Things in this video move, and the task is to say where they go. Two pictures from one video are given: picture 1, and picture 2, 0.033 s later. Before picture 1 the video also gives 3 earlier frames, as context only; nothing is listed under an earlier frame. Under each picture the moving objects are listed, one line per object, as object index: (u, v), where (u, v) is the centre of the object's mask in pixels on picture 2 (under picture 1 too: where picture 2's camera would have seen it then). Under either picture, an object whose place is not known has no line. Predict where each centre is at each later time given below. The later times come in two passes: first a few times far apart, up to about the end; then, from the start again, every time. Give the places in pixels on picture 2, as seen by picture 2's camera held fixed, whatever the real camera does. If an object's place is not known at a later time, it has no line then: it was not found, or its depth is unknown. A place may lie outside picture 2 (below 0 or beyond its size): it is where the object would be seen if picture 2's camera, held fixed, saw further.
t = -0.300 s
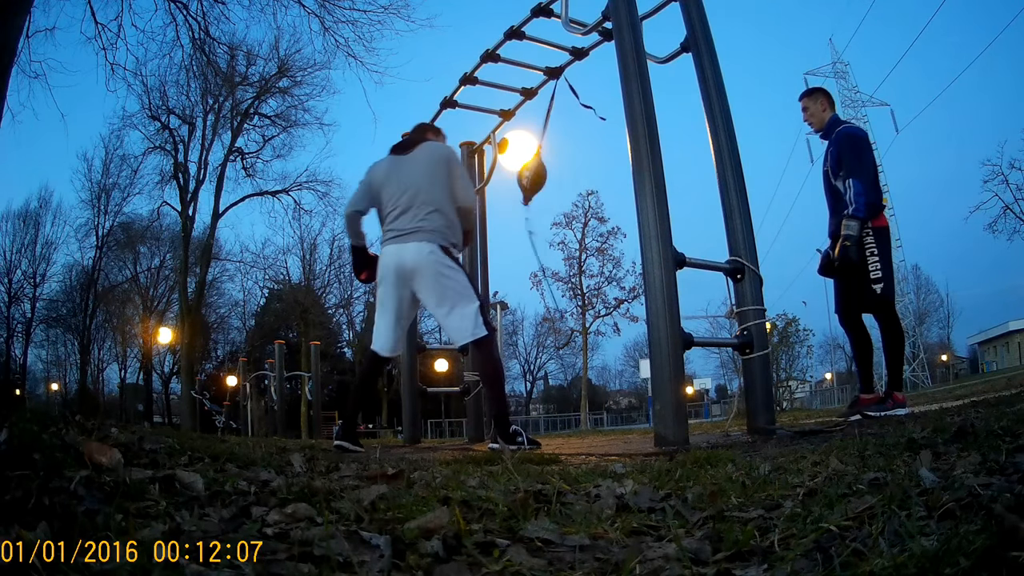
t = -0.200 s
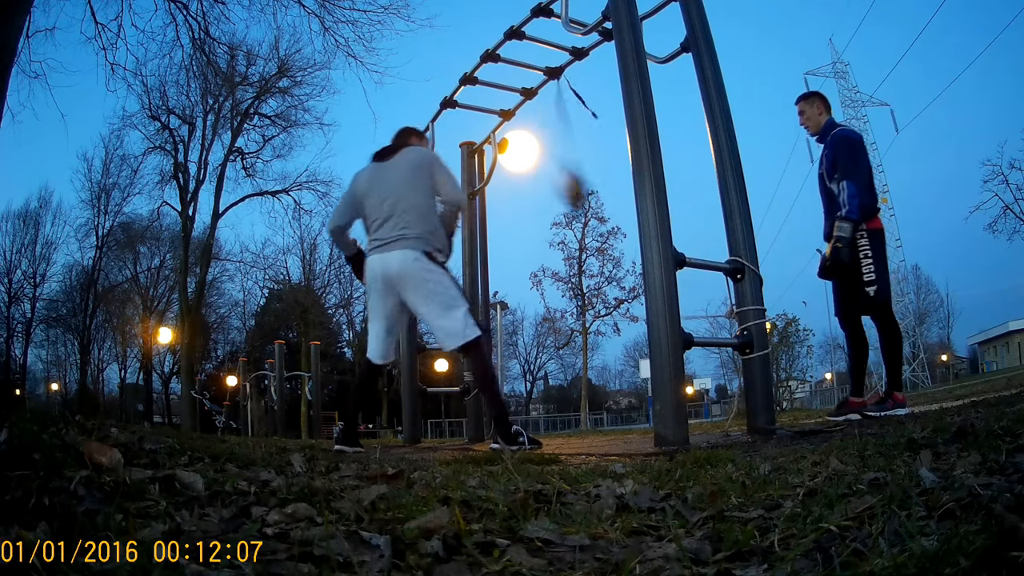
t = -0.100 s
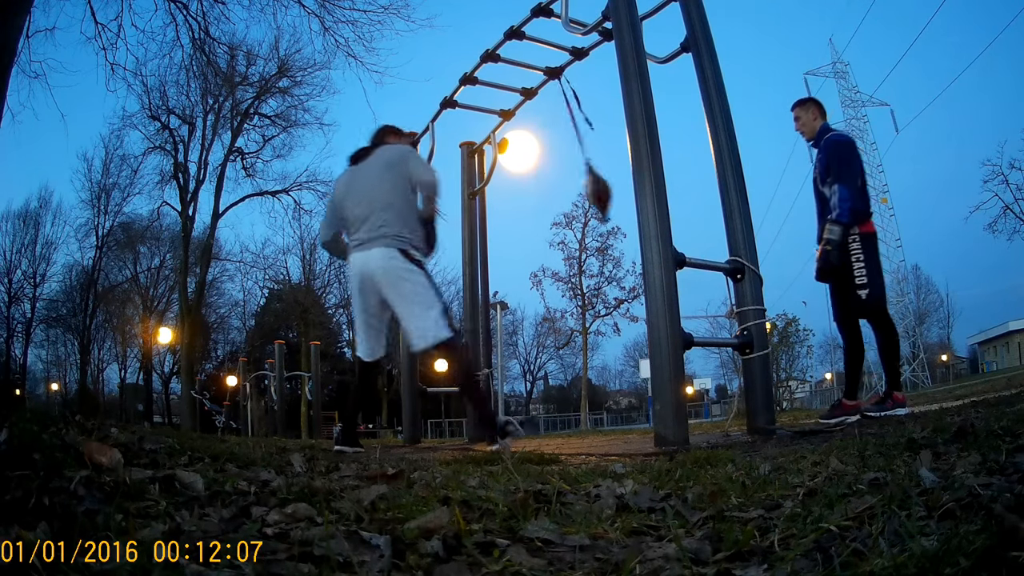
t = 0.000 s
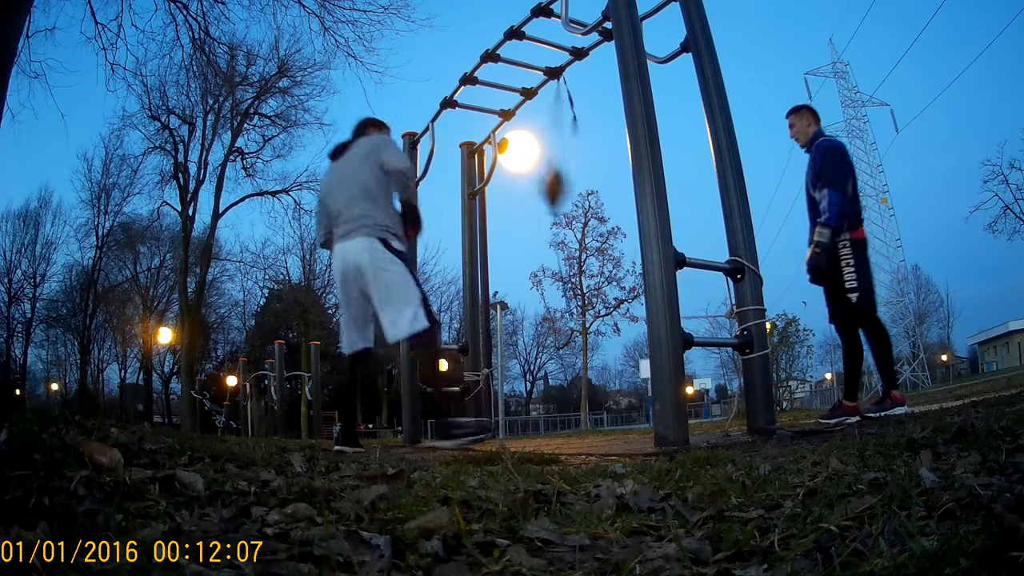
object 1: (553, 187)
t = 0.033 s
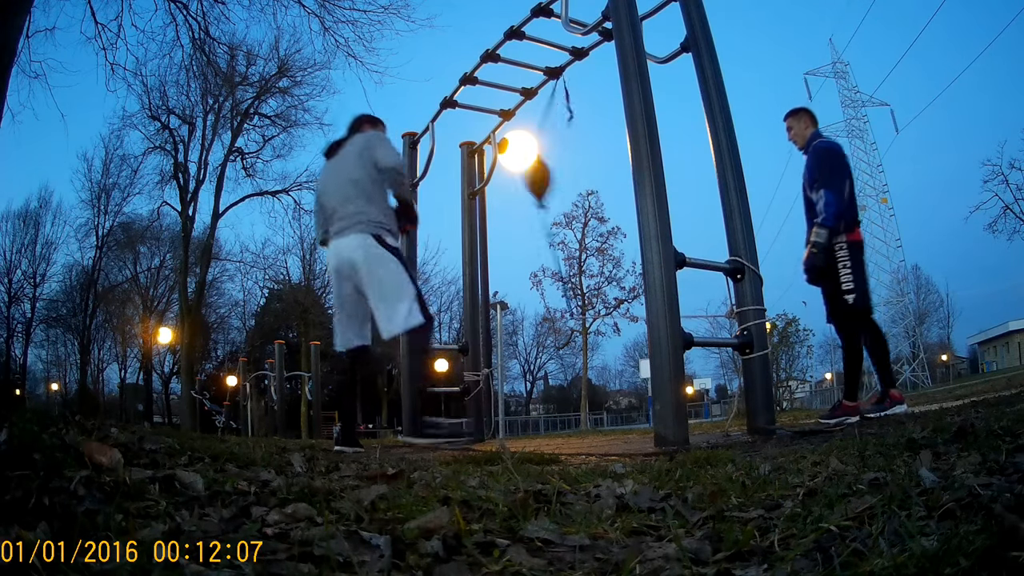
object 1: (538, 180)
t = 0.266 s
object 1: (597, 190)
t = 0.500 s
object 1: (550, 183)
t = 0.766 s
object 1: (556, 186)
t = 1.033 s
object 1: (590, 192)
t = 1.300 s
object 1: (555, 186)
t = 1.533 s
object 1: (574, 190)
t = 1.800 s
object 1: (576, 190)
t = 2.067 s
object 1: (552, 187)
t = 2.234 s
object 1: (576, 190)
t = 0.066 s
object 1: (534, 179)
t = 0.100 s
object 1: (541, 179)
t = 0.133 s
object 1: (556, 185)
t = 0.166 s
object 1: (571, 189)
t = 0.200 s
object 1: (587, 190)
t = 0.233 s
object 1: (597, 190)
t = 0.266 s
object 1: (597, 190)
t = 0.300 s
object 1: (589, 191)
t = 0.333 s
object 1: (574, 189)
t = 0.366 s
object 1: (560, 187)
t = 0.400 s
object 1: (547, 184)
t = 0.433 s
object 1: (540, 180)
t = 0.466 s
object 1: (541, 179)
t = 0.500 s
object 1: (550, 183)
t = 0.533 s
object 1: (565, 188)
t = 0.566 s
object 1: (579, 187)
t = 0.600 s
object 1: (589, 190)
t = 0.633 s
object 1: (593, 192)
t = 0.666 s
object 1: (591, 190)
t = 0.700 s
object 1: (583, 191)
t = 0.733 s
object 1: (569, 190)
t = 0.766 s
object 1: (556, 186)
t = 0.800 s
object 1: (548, 183)
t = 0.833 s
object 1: (544, 184)
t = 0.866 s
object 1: (546, 182)
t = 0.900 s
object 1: (555, 185)
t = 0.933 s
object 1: (568, 191)
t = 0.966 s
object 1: (579, 190)
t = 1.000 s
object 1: (587, 190)
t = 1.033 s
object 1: (590, 192)
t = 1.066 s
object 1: (587, 191)
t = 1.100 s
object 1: (581, 190)
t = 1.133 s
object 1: (571, 193)
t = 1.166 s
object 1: (559, 190)
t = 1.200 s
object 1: (550, 185)
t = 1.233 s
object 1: (547, 185)
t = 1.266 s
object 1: (549, 185)
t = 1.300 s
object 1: (555, 186)
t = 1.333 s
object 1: (564, 189)
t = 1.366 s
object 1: (575, 190)
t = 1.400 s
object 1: (583, 190)
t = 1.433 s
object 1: (587, 191)
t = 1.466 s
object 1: (586, 192)
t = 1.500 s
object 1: (582, 190)
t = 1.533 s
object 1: (574, 190)
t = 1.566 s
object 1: (565, 190)
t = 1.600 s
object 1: (556, 187)
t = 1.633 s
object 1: (550, 185)
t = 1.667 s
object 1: (549, 186)
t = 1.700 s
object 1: (553, 187)
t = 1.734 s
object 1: (560, 187)
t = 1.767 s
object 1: (569, 189)
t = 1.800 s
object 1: (576, 190)
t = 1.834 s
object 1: (583, 191)
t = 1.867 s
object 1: (585, 192)
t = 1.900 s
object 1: (584, 192)
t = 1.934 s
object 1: (578, 192)
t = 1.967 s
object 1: (571, 190)
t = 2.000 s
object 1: (563, 188)
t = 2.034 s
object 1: (556, 187)
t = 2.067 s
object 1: (552, 187)
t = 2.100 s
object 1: (552, 186)
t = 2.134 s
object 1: (556, 187)
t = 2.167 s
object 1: (563, 188)
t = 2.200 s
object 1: (570, 189)
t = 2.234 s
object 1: (576, 190)
